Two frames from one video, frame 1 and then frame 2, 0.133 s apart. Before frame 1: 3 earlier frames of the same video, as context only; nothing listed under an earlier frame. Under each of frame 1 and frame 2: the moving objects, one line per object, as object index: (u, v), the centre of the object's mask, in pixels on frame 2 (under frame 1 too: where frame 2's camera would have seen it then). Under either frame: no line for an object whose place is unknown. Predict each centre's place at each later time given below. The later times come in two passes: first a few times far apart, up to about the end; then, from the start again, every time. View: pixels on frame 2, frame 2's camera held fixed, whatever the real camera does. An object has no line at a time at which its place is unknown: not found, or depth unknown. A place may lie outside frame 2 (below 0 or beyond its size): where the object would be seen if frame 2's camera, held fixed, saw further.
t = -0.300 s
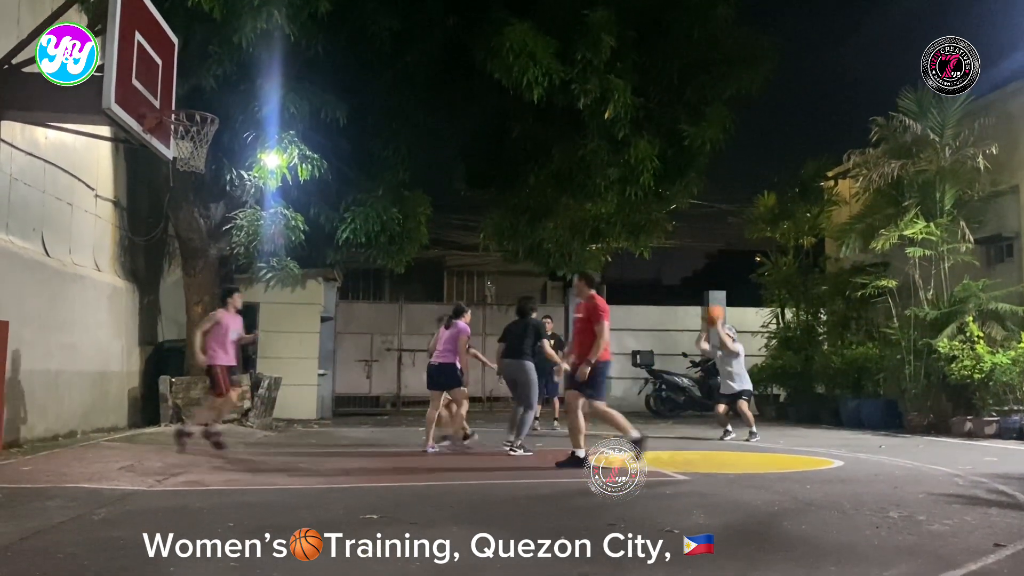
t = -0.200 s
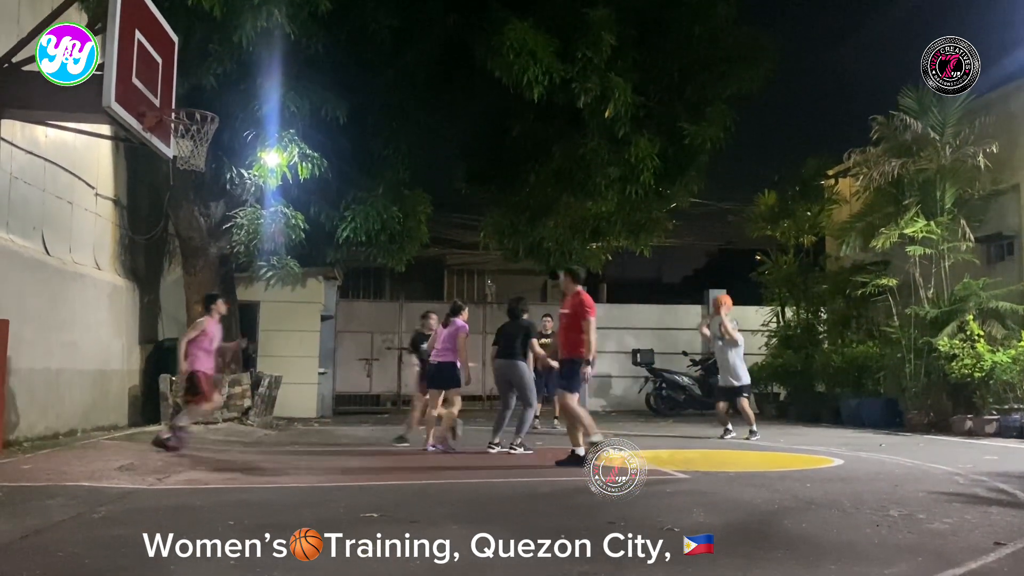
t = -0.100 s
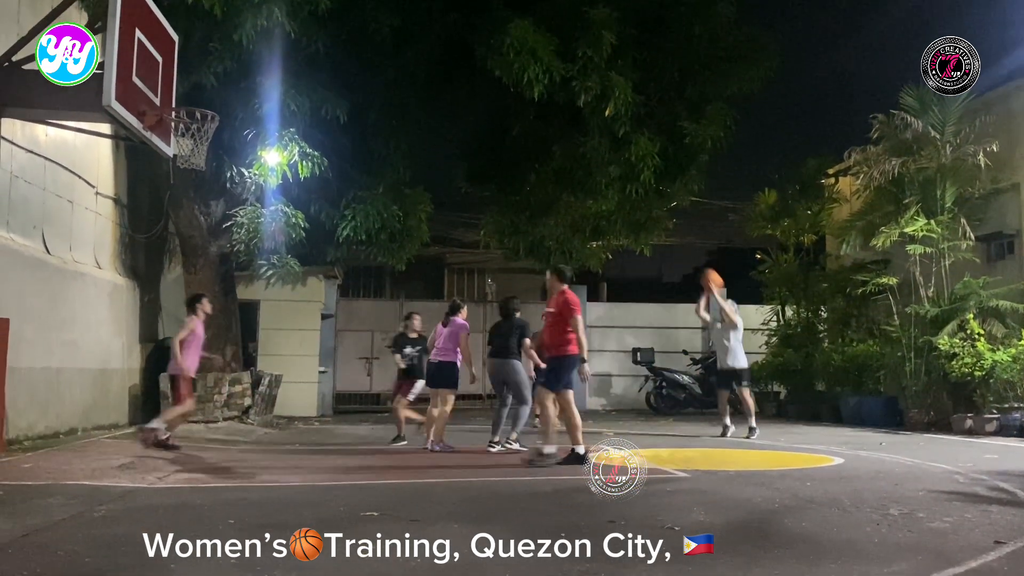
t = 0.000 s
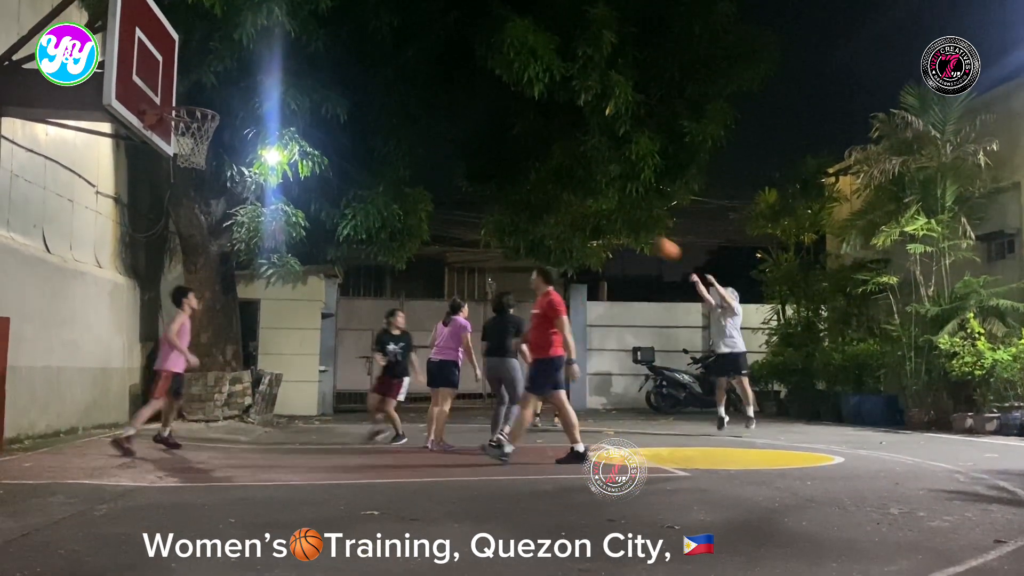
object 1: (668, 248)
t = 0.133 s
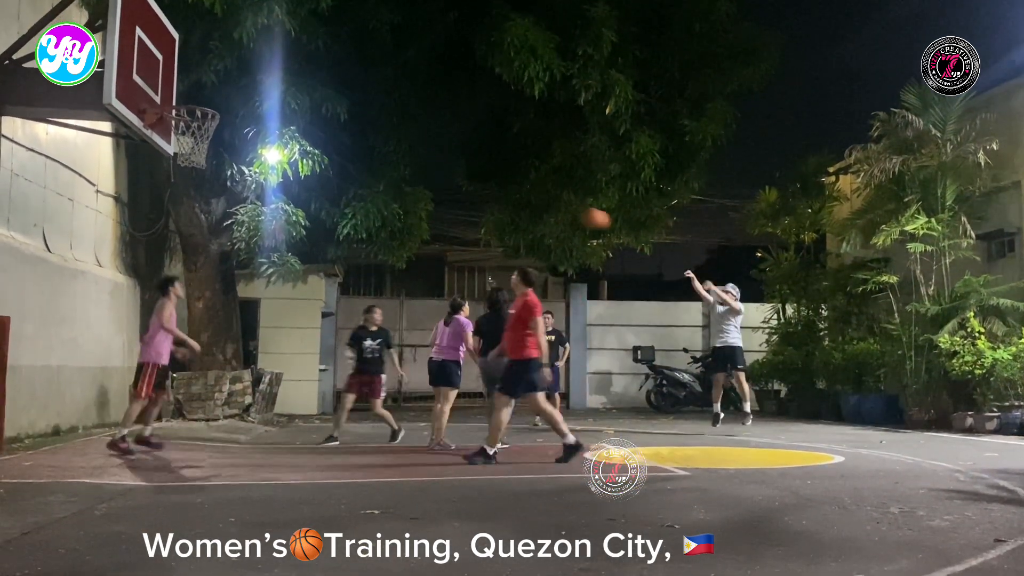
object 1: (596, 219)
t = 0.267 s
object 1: (520, 204)
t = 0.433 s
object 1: (420, 206)
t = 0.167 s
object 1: (578, 213)
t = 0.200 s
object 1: (559, 210)
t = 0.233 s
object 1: (540, 207)
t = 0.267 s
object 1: (520, 204)
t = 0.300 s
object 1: (501, 203)
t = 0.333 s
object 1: (481, 203)
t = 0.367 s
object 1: (460, 203)
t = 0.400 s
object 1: (439, 204)
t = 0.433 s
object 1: (420, 206)
